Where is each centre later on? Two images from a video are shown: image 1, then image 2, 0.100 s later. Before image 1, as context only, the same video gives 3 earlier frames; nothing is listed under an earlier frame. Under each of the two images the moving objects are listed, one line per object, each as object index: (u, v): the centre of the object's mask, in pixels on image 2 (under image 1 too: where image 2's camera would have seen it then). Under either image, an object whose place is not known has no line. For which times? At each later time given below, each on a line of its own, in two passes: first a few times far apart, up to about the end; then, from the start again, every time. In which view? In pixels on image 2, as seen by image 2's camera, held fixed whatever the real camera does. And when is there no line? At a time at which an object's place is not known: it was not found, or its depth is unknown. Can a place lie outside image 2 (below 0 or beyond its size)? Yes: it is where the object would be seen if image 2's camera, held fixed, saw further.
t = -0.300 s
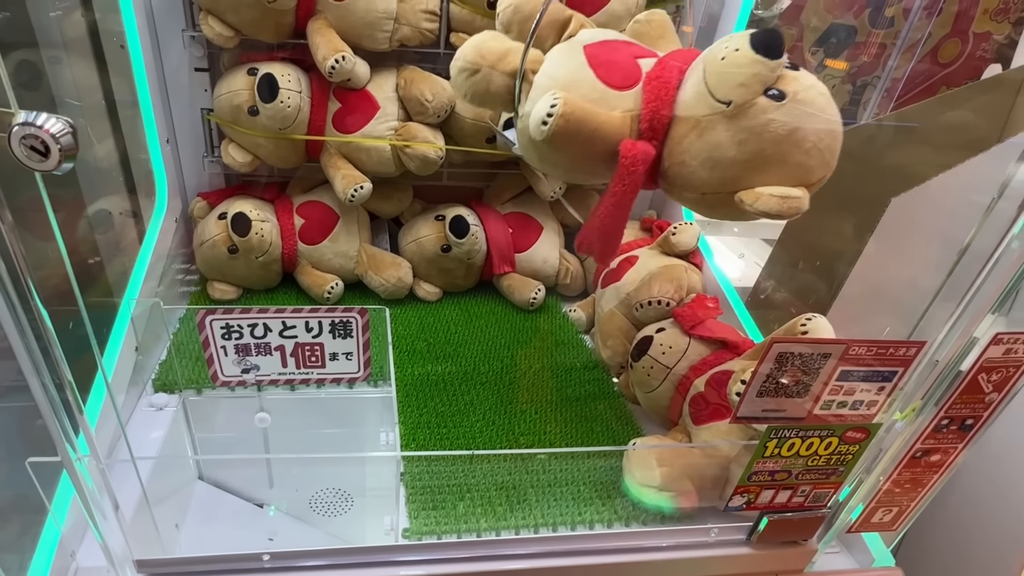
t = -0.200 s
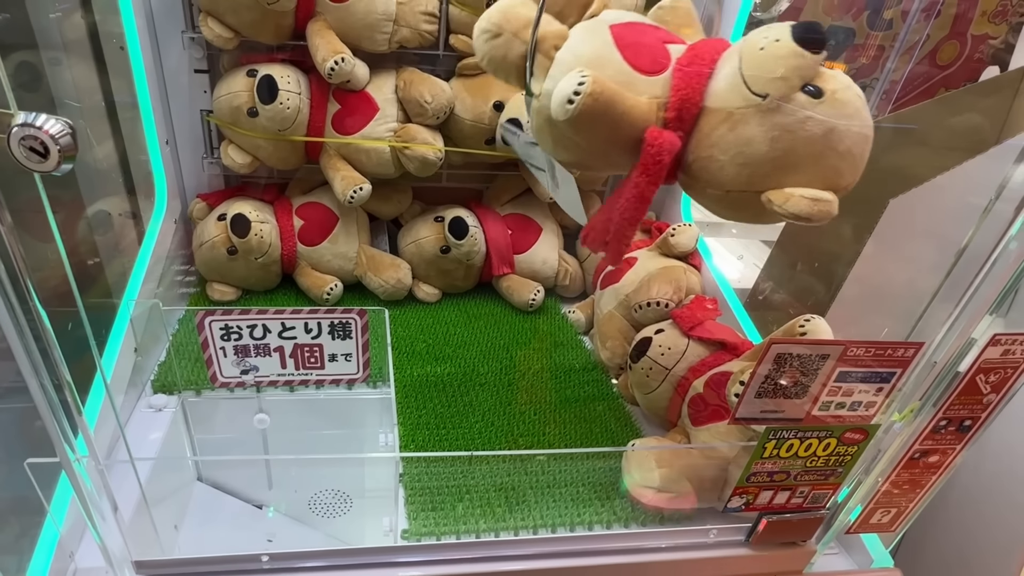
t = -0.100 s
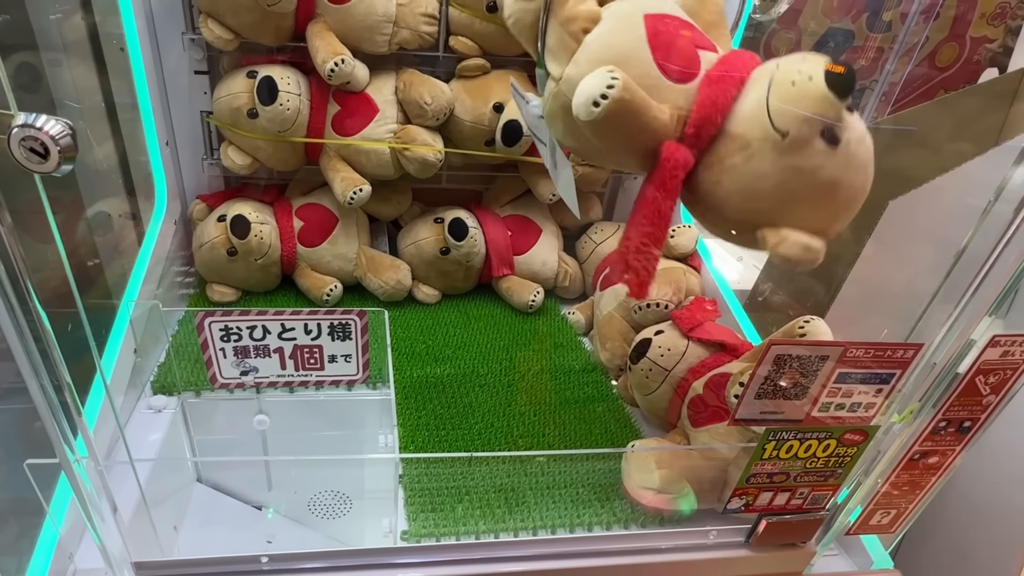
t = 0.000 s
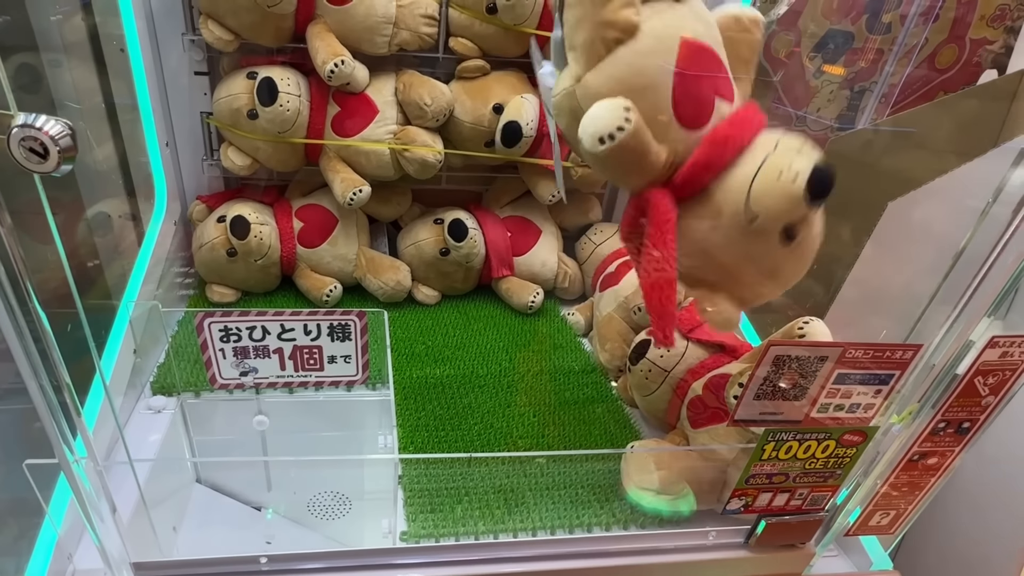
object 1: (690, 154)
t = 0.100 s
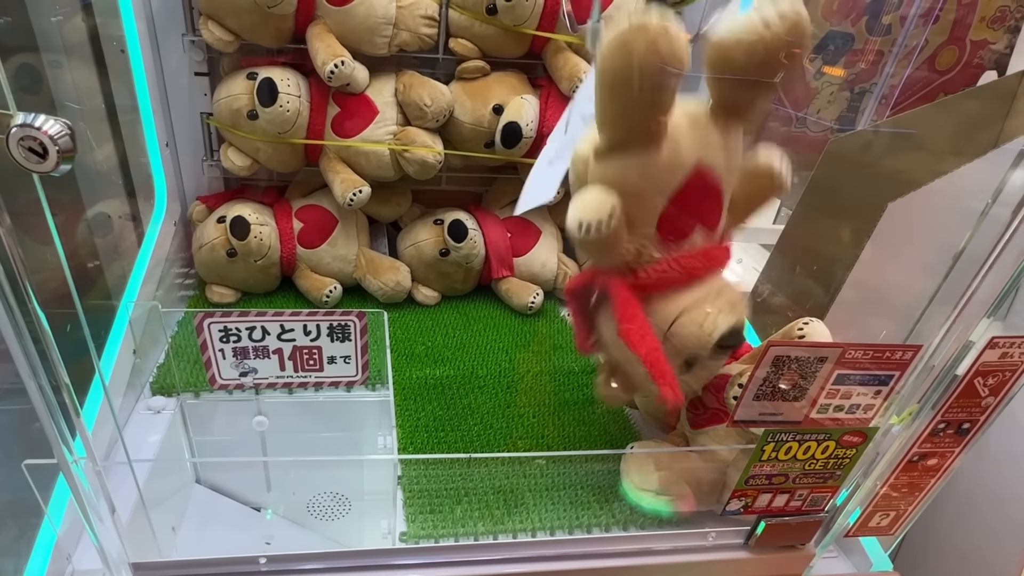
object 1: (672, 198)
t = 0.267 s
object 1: (645, 326)
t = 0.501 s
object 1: (583, 355)
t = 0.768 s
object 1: (490, 378)
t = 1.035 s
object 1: (488, 374)
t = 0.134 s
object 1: (670, 247)
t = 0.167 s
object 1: (661, 301)
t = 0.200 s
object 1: (651, 328)
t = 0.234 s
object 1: (639, 327)
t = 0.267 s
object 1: (645, 326)
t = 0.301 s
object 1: (648, 328)
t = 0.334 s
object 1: (650, 332)
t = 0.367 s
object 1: (642, 340)
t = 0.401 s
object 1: (630, 344)
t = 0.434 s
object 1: (613, 347)
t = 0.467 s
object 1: (599, 353)
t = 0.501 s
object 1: (583, 355)
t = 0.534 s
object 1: (565, 356)
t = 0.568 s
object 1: (552, 357)
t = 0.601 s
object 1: (543, 360)
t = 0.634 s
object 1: (531, 365)
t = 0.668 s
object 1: (519, 365)
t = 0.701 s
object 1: (510, 371)
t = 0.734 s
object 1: (497, 372)
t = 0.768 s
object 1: (490, 378)
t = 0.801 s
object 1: (489, 377)
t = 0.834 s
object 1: (489, 370)
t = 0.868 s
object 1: (488, 370)
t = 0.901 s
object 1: (486, 372)
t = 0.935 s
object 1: (488, 370)
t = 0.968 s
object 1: (488, 370)
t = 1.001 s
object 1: (487, 373)
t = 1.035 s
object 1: (488, 374)
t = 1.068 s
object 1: (488, 374)
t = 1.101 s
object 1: (487, 374)
